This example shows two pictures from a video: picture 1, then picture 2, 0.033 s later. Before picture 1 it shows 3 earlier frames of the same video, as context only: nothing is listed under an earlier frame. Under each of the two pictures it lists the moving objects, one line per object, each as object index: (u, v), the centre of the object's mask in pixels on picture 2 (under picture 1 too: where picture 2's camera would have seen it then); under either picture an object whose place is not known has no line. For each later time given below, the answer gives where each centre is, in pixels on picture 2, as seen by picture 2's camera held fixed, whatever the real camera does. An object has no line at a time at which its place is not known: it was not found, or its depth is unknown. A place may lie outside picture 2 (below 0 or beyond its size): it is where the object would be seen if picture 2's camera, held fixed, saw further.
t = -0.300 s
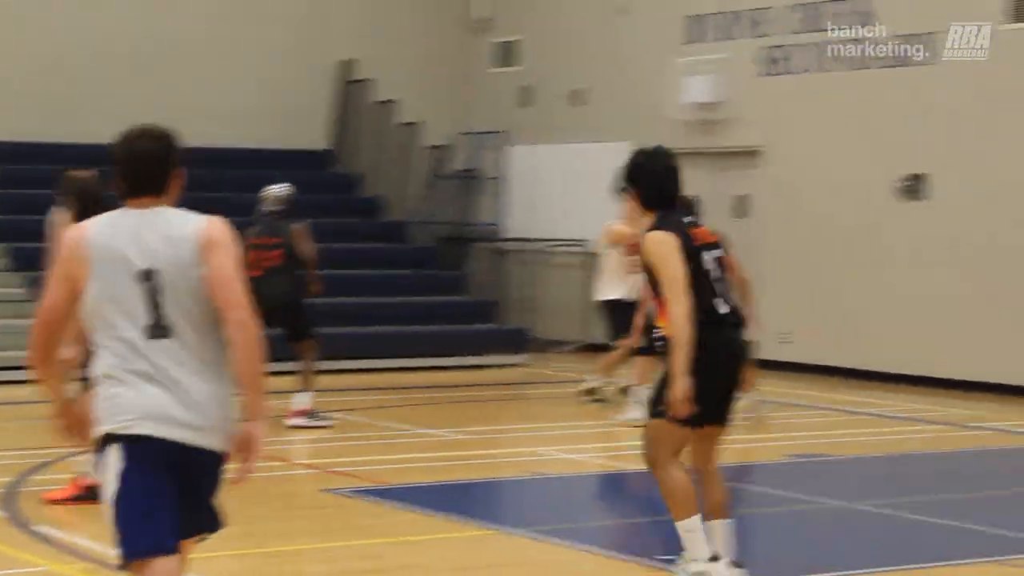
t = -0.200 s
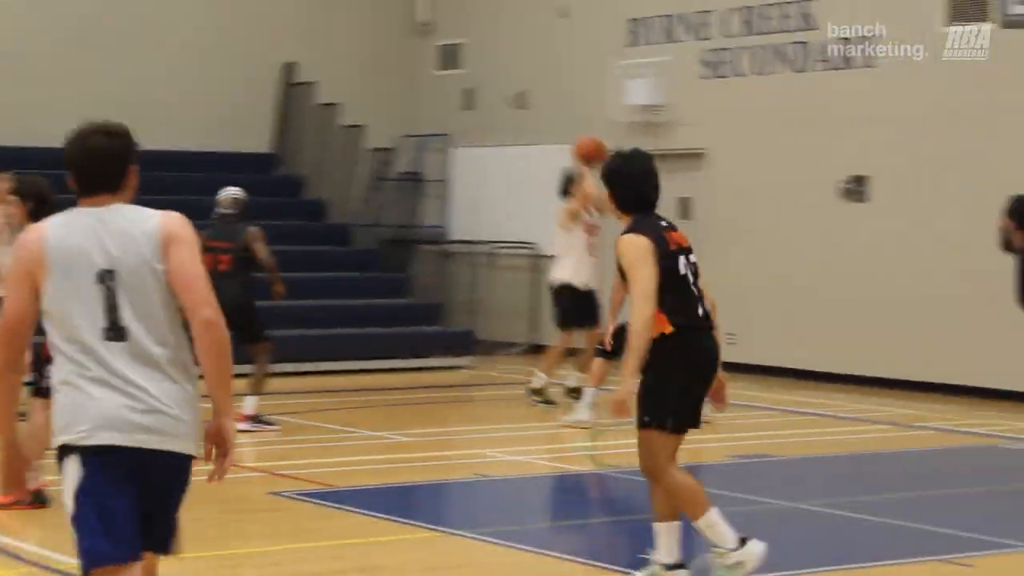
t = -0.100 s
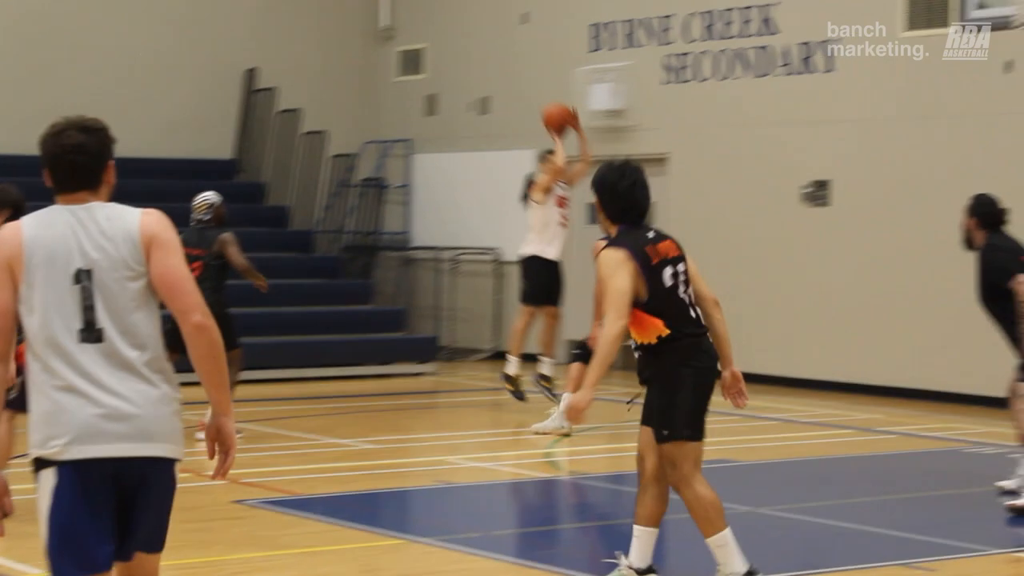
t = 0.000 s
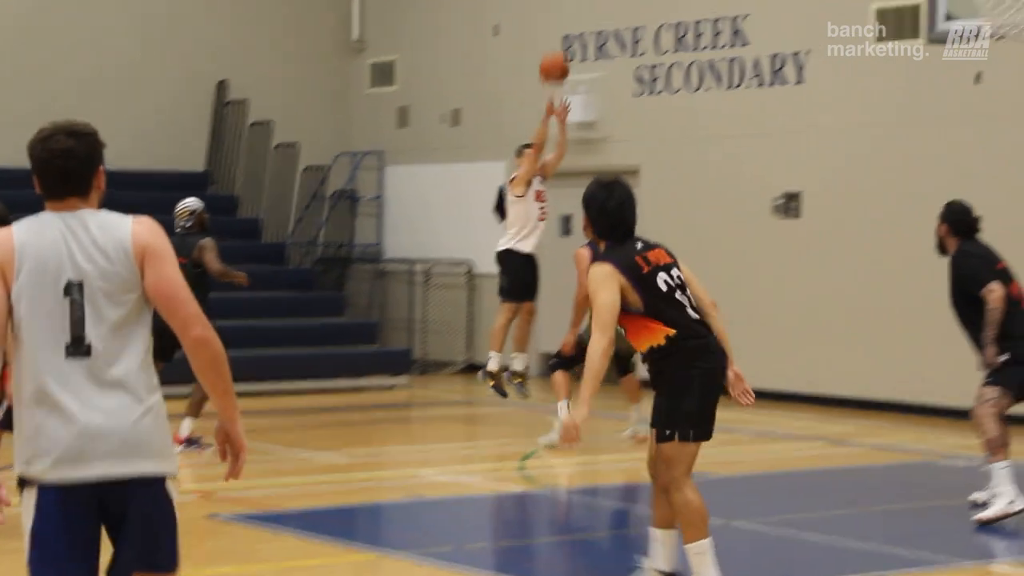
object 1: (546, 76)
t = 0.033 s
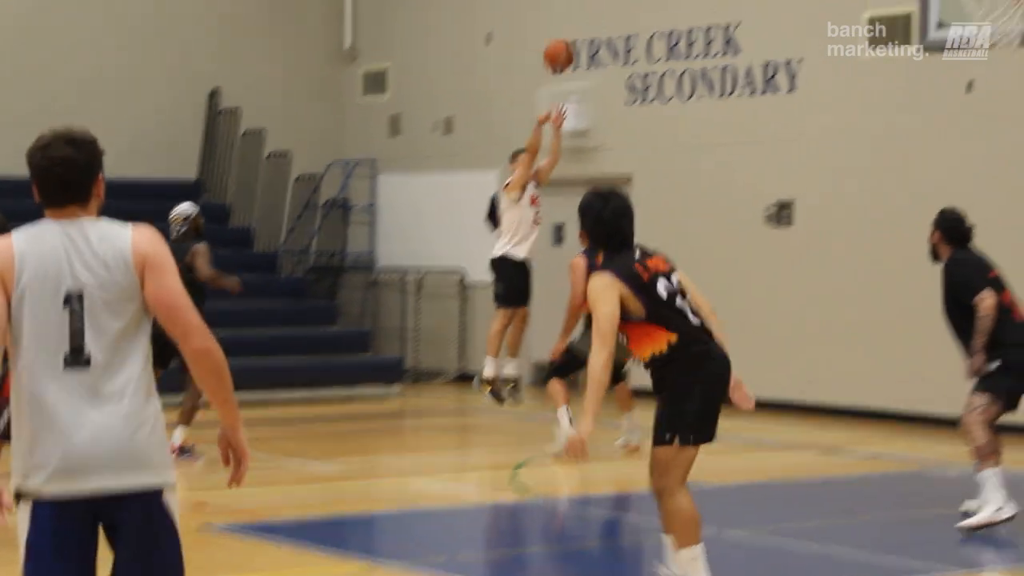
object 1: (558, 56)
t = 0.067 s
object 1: (571, 33)
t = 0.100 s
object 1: (584, 13)
